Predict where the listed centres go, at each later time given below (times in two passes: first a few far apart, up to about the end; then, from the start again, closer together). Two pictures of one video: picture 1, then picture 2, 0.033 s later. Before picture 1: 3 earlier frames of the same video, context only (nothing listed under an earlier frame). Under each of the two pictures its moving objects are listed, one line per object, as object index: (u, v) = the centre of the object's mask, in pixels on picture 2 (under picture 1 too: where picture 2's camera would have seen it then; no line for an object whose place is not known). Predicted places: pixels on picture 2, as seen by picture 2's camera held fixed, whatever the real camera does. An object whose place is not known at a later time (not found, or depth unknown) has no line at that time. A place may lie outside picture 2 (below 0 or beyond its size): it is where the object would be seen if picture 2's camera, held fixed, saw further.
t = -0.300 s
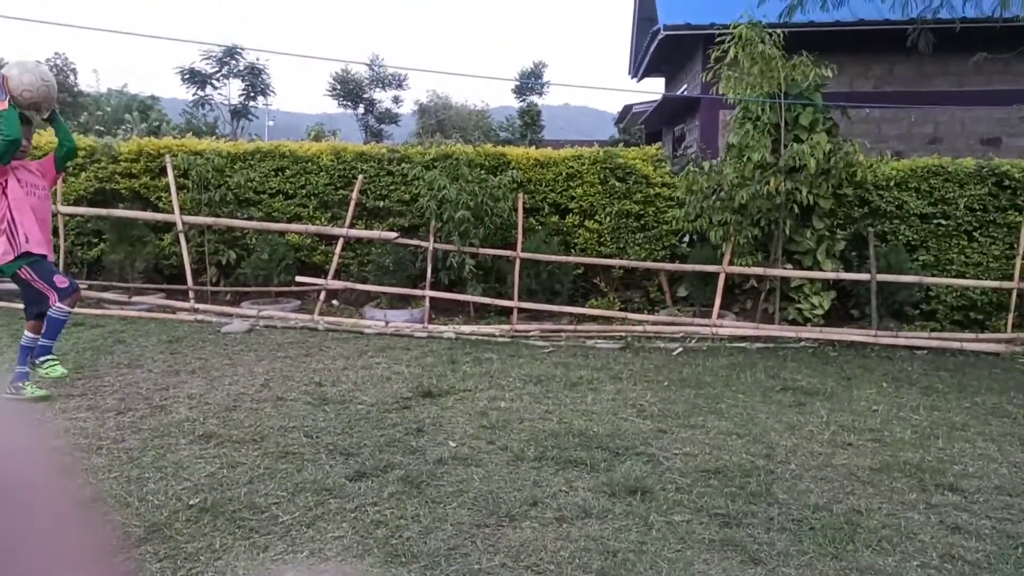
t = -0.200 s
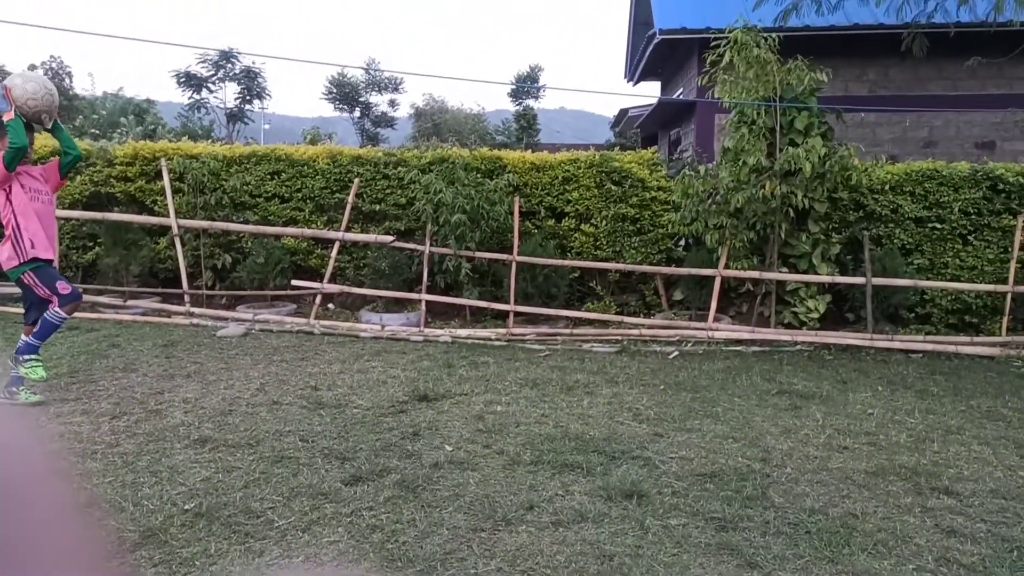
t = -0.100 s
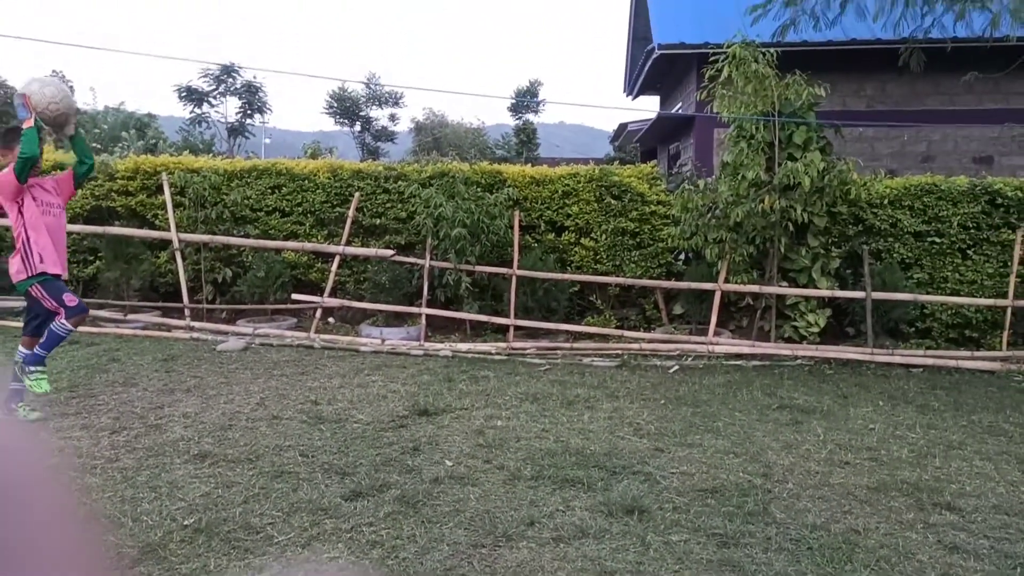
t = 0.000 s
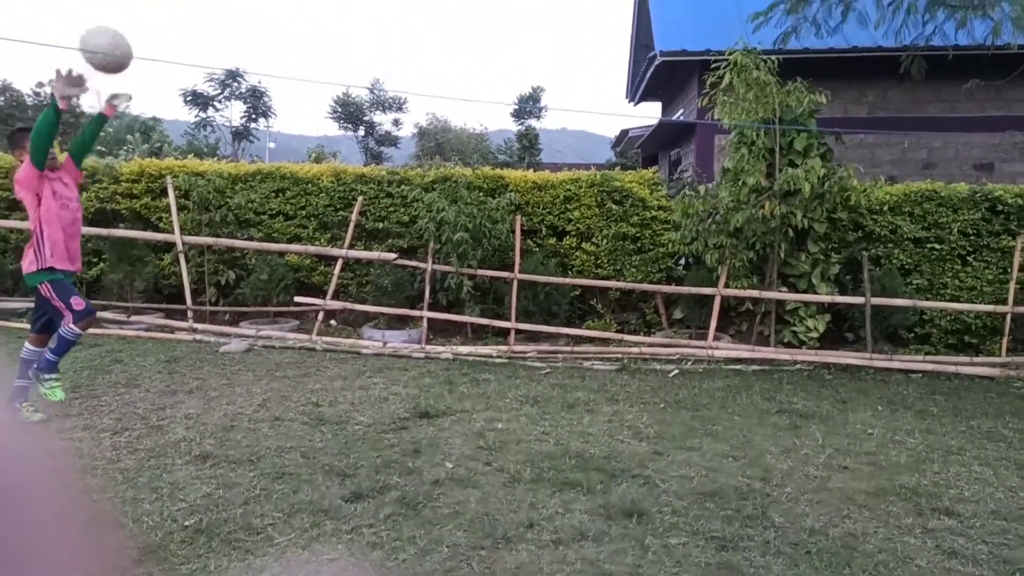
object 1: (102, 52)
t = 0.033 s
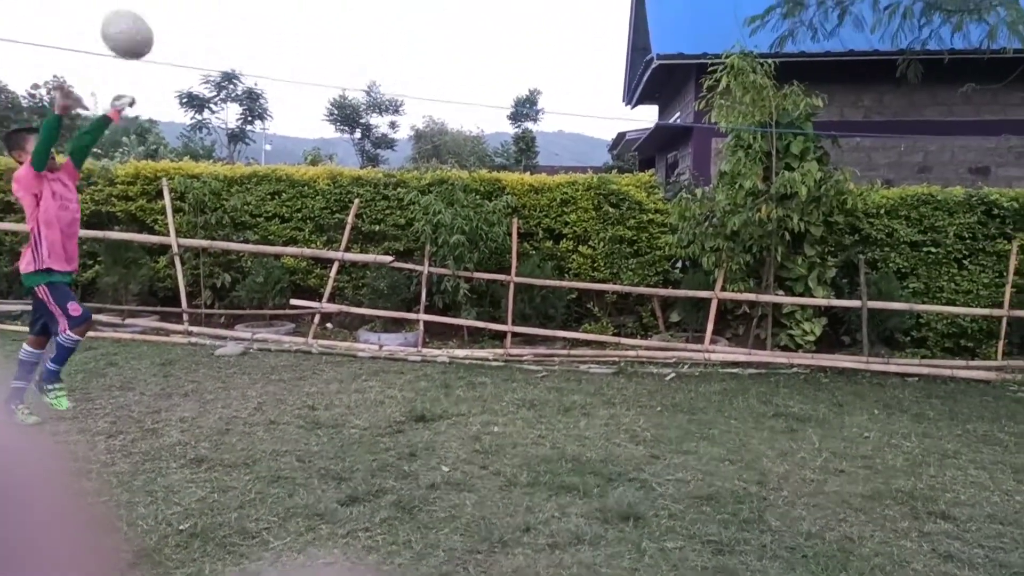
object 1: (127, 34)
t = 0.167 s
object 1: (235, 10)
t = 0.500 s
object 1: (519, 64)
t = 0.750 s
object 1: (754, 309)
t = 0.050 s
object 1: (141, 28)
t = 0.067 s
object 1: (153, 21)
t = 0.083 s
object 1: (167, 18)
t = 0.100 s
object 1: (180, 15)
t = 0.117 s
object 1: (194, 14)
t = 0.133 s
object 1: (208, 12)
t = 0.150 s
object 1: (220, 10)
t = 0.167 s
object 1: (235, 10)
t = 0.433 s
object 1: (458, 42)
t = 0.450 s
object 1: (473, 46)
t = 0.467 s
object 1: (488, 49)
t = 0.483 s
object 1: (504, 54)
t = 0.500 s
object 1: (519, 64)
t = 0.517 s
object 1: (534, 76)
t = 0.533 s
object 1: (550, 87)
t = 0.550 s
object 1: (565, 100)
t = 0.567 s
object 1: (580, 114)
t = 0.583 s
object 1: (597, 129)
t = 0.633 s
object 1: (643, 173)
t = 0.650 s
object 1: (659, 191)
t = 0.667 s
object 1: (675, 208)
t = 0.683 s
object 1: (691, 226)
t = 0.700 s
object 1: (706, 246)
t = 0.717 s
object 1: (722, 267)
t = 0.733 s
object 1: (739, 288)
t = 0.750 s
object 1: (754, 309)
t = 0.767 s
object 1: (770, 330)
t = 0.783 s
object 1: (785, 353)
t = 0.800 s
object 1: (801, 377)
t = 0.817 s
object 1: (815, 400)
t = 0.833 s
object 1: (831, 425)
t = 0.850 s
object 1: (846, 454)
